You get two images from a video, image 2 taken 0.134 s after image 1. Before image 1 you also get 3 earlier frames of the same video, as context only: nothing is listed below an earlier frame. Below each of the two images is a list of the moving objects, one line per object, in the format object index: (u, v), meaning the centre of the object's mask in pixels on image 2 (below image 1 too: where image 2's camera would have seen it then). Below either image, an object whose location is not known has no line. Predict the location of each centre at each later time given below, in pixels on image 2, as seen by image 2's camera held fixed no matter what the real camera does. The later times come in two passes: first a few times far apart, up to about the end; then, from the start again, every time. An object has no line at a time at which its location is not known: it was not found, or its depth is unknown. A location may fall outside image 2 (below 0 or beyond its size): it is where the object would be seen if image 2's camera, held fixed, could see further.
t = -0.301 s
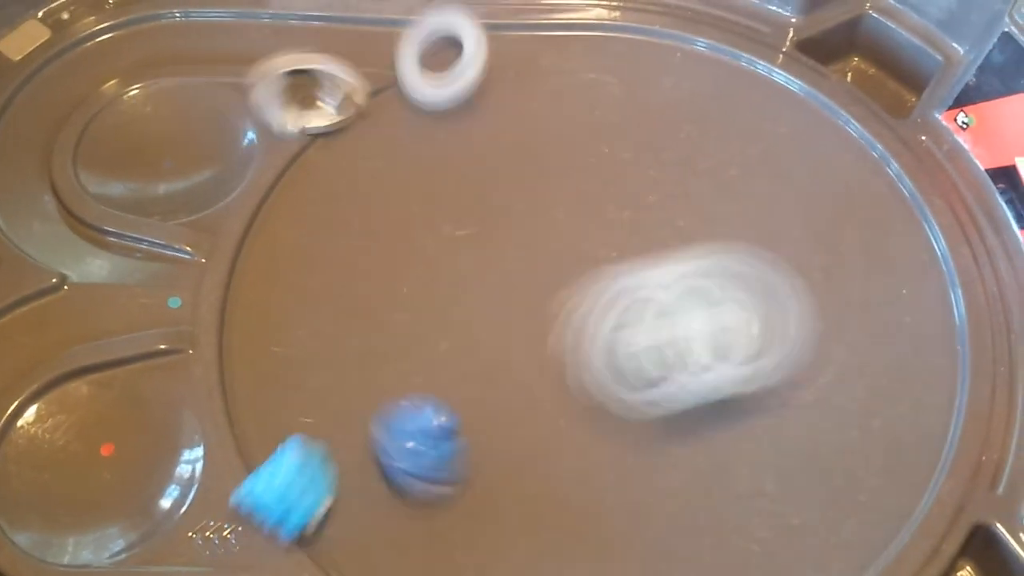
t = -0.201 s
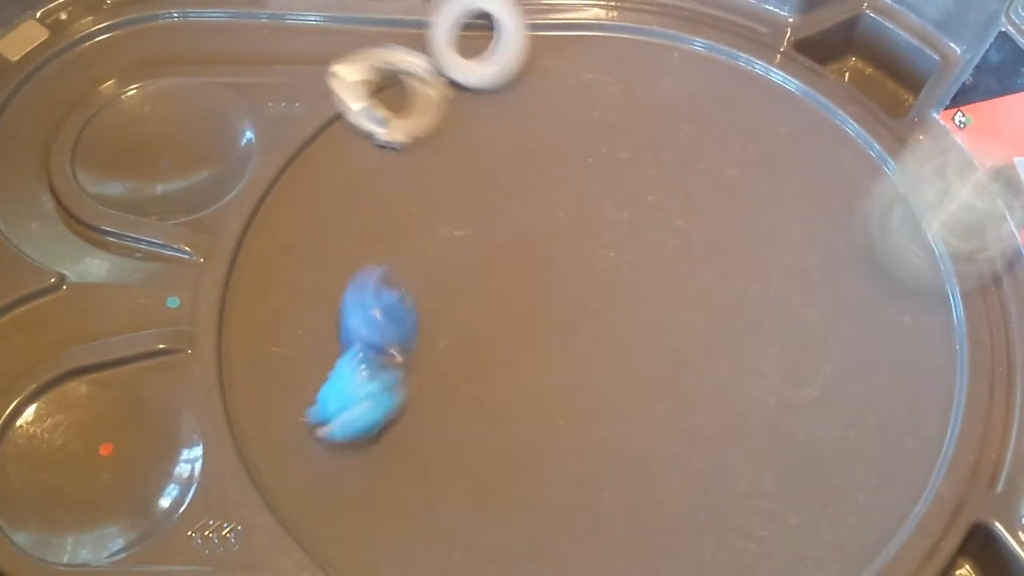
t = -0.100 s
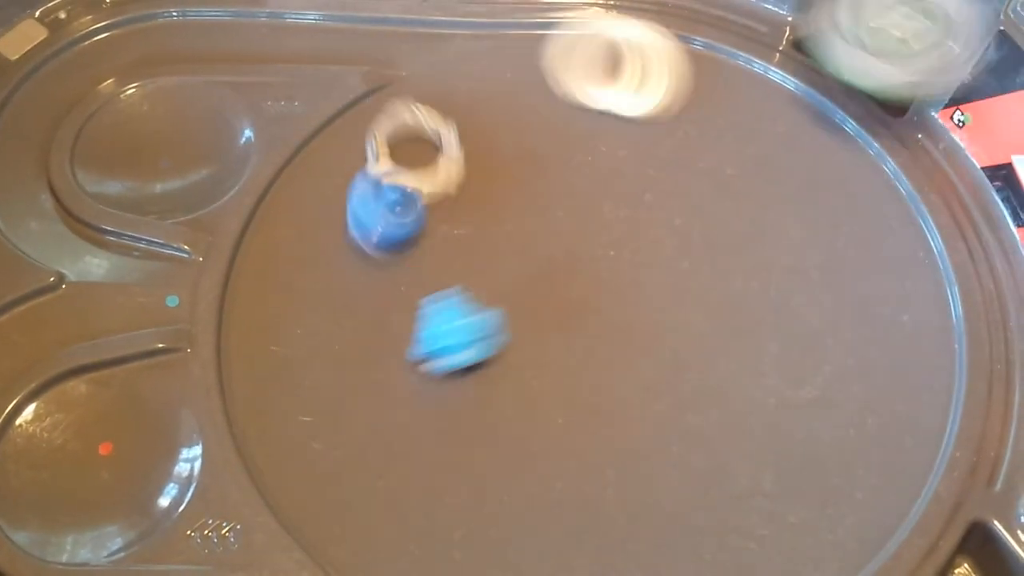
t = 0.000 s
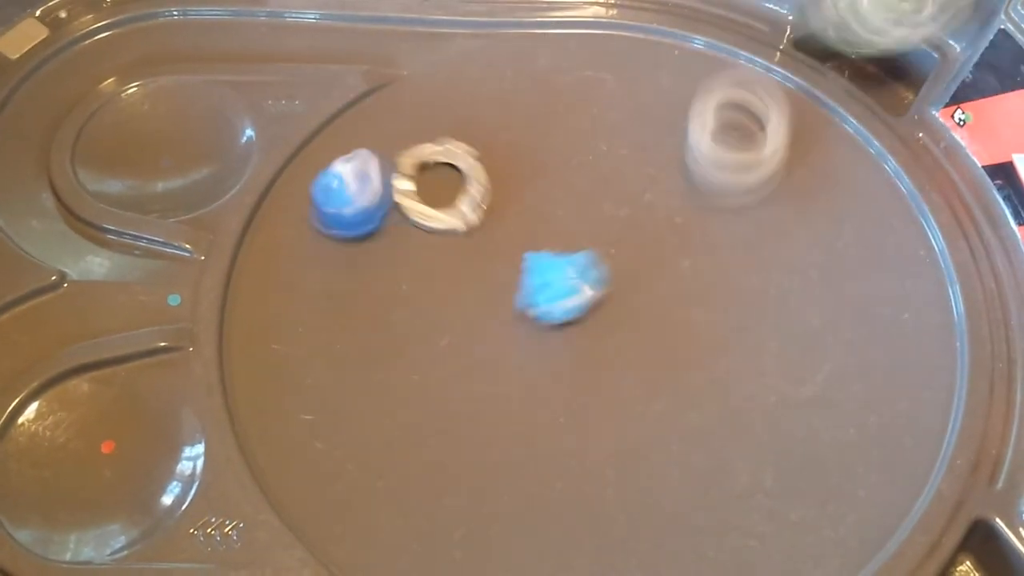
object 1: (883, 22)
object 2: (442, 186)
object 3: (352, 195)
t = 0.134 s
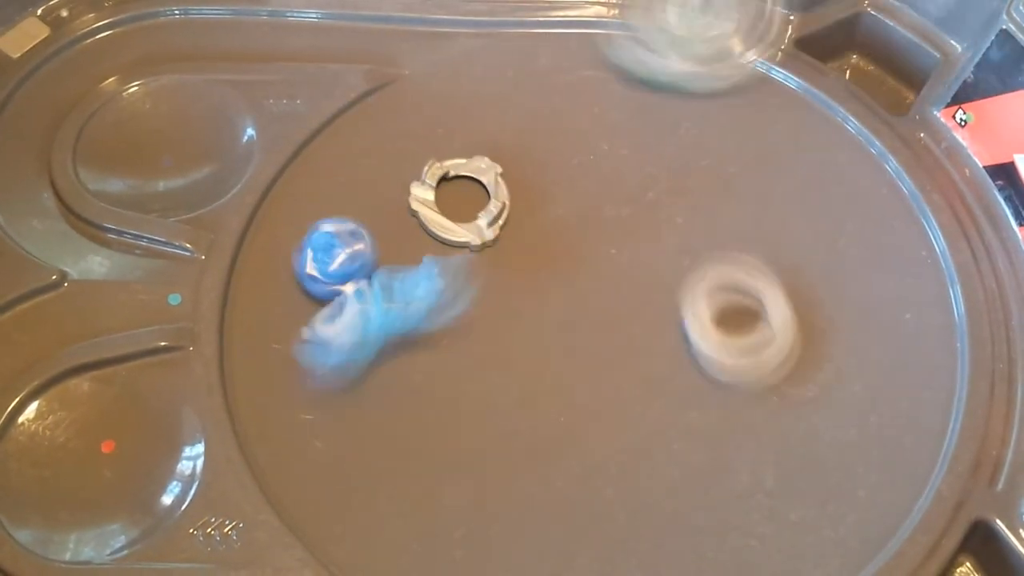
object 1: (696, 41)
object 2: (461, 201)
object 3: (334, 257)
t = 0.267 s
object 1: (392, 35)
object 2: (465, 205)
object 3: (329, 218)
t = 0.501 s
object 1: (293, 349)
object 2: (477, 215)
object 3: (389, 189)
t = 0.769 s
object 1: (400, 470)
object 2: (480, 216)
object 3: (397, 206)
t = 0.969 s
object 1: (400, 470)
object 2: (482, 215)
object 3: (405, 213)
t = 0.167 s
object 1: (616, 37)
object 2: (463, 202)
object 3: (329, 246)
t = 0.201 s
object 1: (529, 35)
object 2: (463, 203)
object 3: (329, 237)
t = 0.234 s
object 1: (453, 32)
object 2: (464, 205)
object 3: (325, 229)
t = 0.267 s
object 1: (392, 35)
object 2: (465, 205)
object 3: (329, 218)
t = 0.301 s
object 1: (345, 44)
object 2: (466, 206)
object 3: (342, 212)
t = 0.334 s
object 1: (301, 67)
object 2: (466, 207)
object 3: (362, 210)
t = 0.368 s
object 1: (269, 106)
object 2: (468, 207)
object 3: (379, 205)
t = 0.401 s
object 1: (254, 161)
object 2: (473, 209)
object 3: (387, 199)
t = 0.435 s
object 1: (253, 222)
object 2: (475, 212)
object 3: (387, 194)
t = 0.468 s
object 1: (265, 289)
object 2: (477, 214)
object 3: (388, 190)
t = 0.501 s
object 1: (293, 349)
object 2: (477, 215)
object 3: (389, 189)
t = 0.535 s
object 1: (330, 405)
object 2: (478, 215)
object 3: (390, 191)
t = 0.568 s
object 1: (374, 456)
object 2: (478, 215)
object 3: (392, 195)
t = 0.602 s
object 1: (376, 484)
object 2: (479, 215)
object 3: (393, 197)
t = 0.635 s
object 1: (373, 486)
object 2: (479, 215)
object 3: (394, 200)
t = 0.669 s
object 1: (386, 478)
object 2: (479, 216)
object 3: (395, 203)
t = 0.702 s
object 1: (395, 473)
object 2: (479, 216)
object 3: (396, 203)
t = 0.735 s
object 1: (399, 470)
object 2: (480, 216)
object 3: (397, 205)
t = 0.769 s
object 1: (400, 470)
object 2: (480, 216)
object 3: (397, 206)
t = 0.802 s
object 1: (400, 470)
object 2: (480, 216)
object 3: (398, 207)
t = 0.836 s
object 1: (400, 470)
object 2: (480, 215)
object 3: (400, 210)
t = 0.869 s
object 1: (400, 470)
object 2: (481, 216)
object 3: (402, 211)
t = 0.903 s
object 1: (400, 470)
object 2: (481, 215)
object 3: (404, 212)
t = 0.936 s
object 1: (400, 470)
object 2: (482, 215)
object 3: (405, 213)
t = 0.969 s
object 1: (400, 470)
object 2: (482, 215)
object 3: (405, 213)
